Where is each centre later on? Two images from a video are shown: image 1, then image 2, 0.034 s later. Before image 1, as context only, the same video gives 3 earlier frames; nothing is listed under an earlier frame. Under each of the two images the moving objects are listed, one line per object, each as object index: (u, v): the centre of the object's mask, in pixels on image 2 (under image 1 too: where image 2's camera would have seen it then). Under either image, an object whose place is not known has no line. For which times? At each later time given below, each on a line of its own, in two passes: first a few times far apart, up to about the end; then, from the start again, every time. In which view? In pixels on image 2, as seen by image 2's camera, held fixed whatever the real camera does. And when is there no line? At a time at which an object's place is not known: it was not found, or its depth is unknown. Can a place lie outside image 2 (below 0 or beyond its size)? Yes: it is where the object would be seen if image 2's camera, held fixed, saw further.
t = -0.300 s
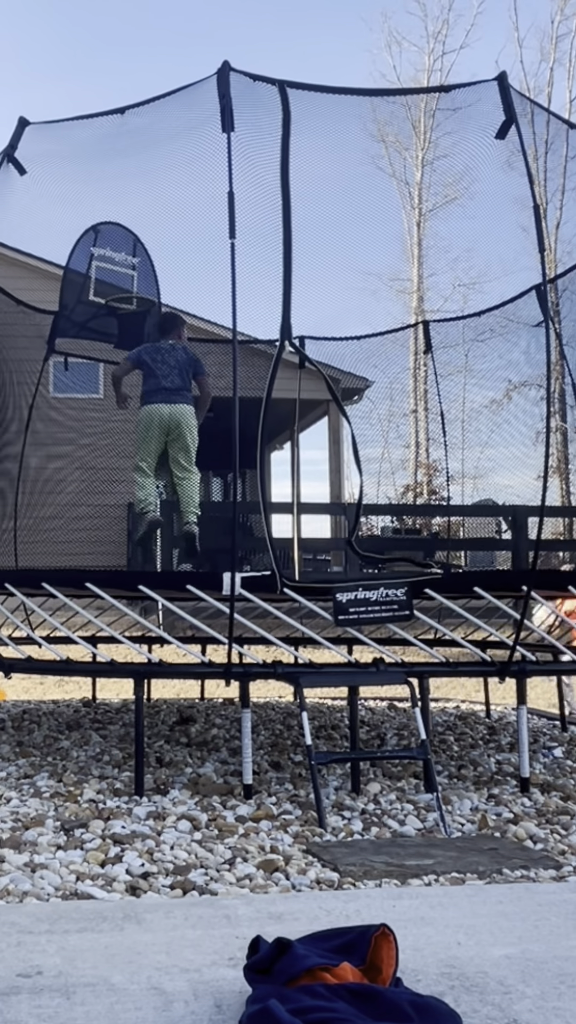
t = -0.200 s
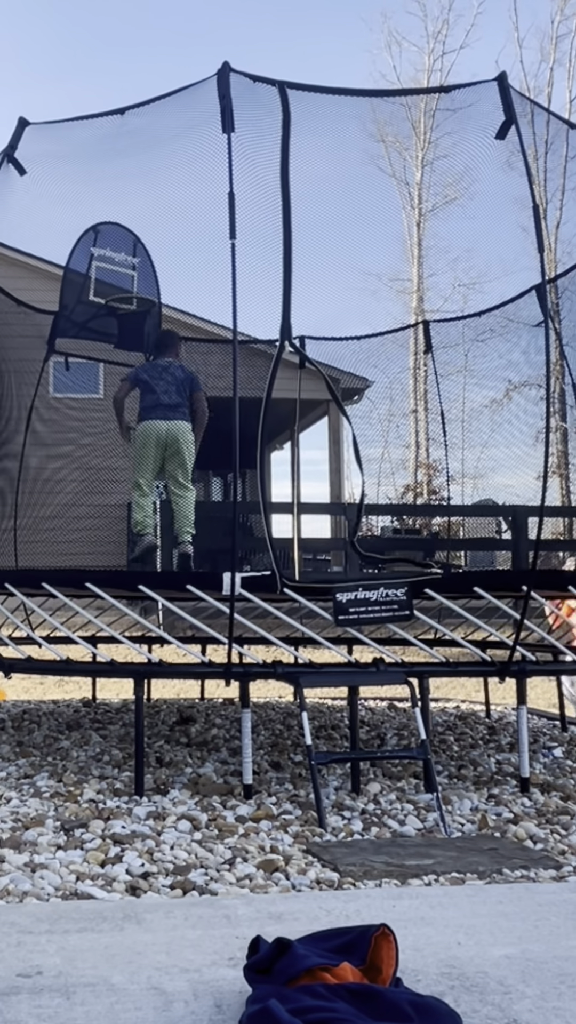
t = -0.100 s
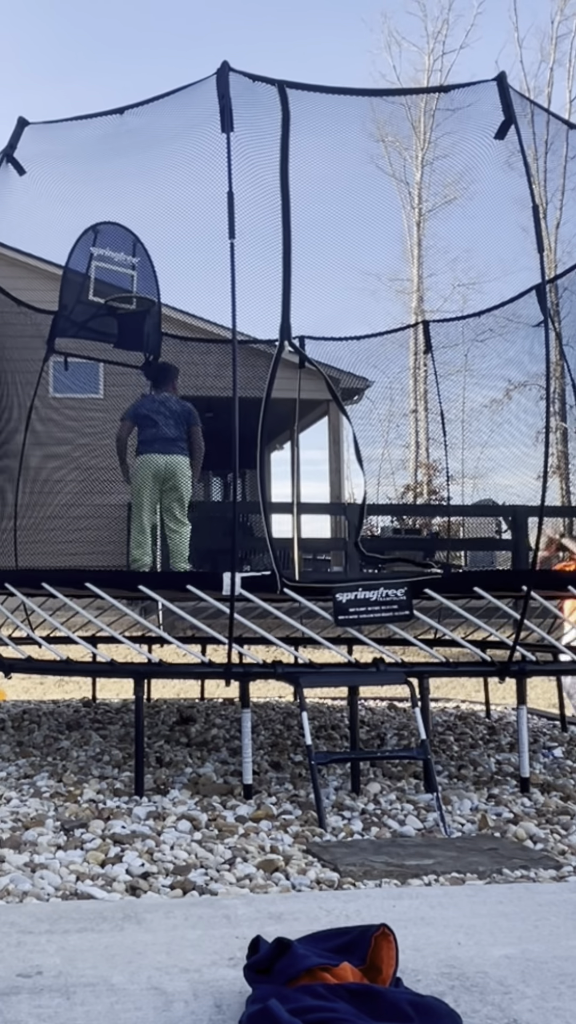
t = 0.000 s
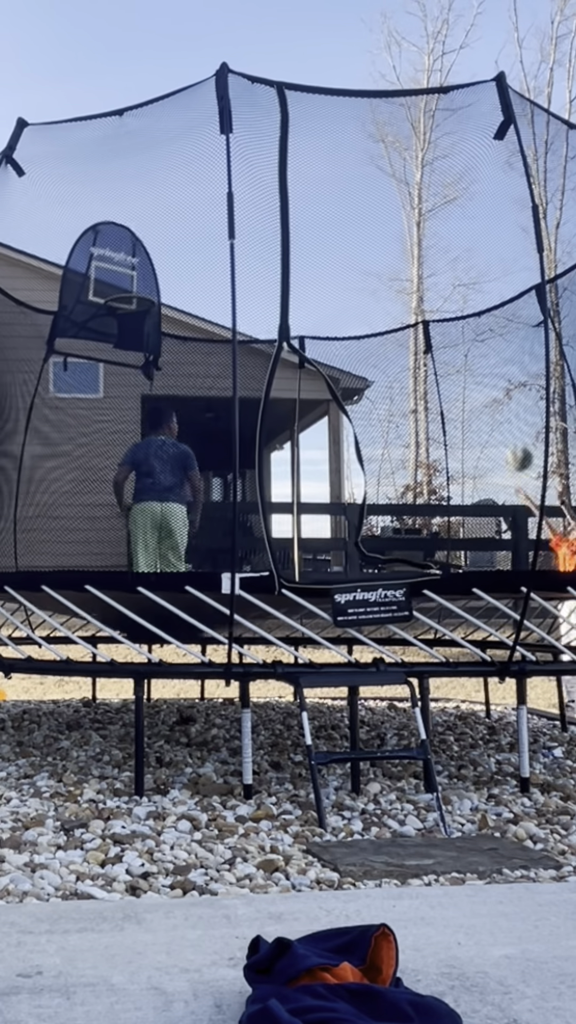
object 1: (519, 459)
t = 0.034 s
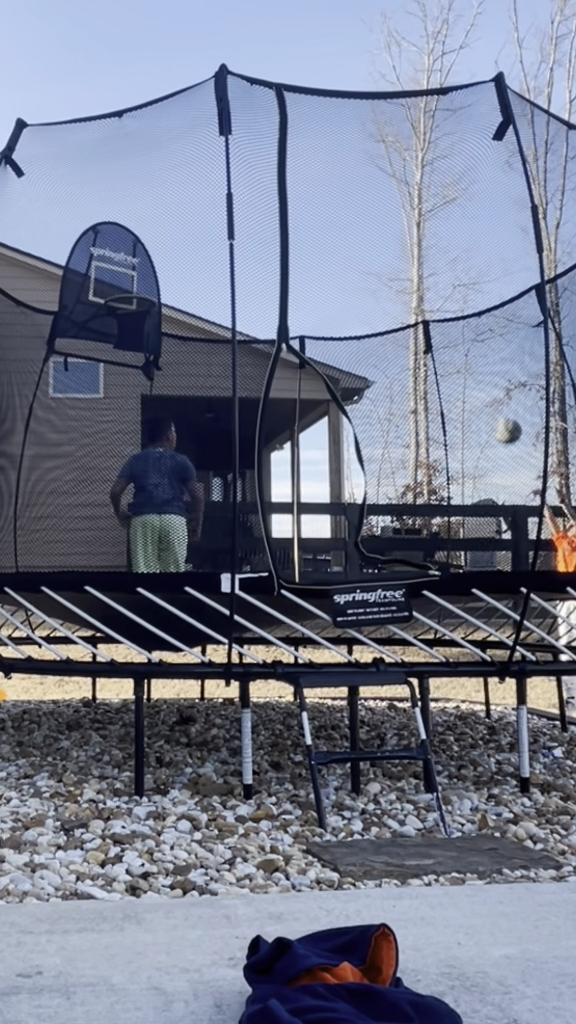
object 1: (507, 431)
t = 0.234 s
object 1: (442, 296)
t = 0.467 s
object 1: (365, 202)
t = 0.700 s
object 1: (289, 175)
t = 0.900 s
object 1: (216, 211)
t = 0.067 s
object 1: (497, 405)
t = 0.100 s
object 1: (485, 381)
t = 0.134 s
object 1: (475, 358)
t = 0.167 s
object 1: (464, 335)
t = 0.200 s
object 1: (452, 315)
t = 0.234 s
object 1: (442, 296)
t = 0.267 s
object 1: (432, 279)
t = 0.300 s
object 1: (420, 262)
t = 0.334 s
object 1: (409, 247)
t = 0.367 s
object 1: (398, 234)
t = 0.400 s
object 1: (387, 222)
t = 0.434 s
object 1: (376, 211)
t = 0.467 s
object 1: (365, 202)
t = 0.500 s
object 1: (354, 194)
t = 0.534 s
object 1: (343, 187)
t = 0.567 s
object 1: (331, 182)
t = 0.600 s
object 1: (320, 178)
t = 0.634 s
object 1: (309, 176)
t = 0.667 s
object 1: (298, 175)
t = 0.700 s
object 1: (289, 175)
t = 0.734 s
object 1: (270, 178)
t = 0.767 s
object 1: (263, 181)
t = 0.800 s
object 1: (251, 187)
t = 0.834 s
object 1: (243, 193)
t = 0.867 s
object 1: (226, 201)
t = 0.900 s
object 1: (216, 211)
